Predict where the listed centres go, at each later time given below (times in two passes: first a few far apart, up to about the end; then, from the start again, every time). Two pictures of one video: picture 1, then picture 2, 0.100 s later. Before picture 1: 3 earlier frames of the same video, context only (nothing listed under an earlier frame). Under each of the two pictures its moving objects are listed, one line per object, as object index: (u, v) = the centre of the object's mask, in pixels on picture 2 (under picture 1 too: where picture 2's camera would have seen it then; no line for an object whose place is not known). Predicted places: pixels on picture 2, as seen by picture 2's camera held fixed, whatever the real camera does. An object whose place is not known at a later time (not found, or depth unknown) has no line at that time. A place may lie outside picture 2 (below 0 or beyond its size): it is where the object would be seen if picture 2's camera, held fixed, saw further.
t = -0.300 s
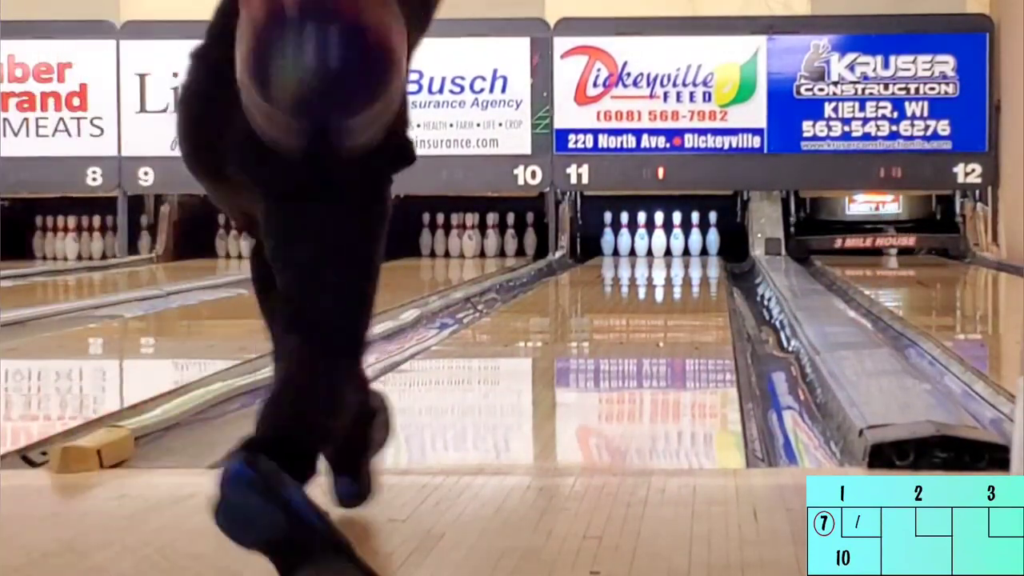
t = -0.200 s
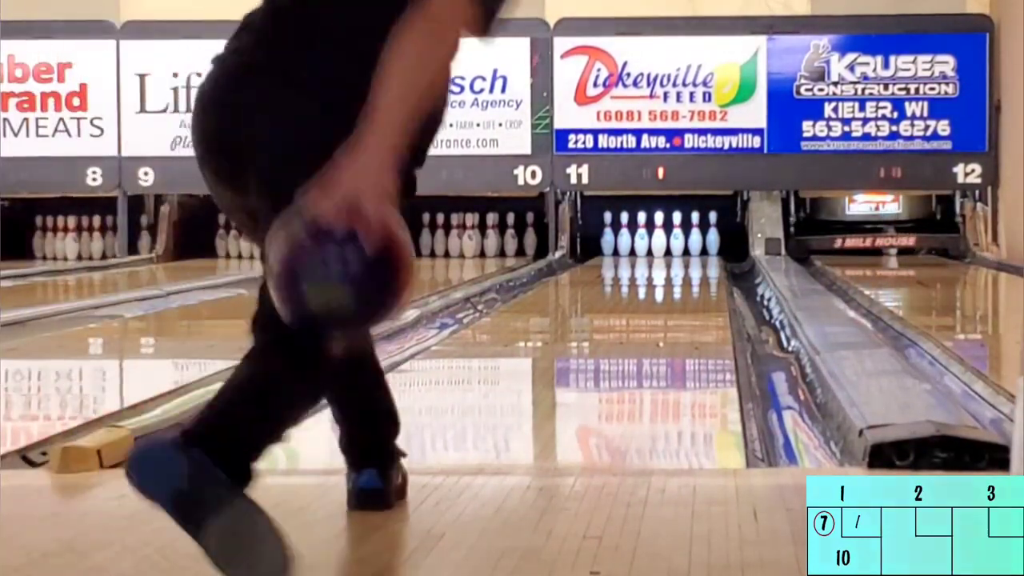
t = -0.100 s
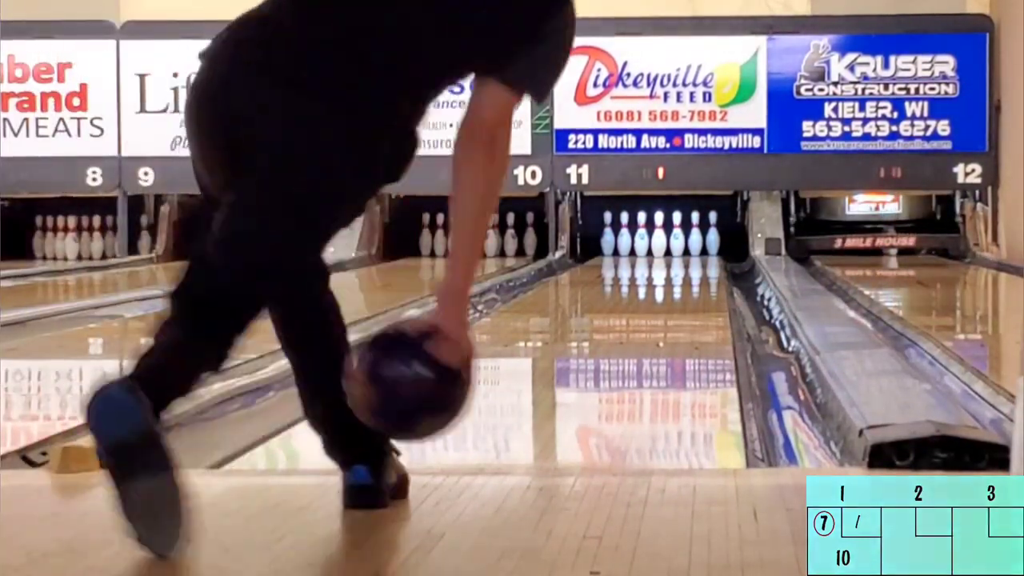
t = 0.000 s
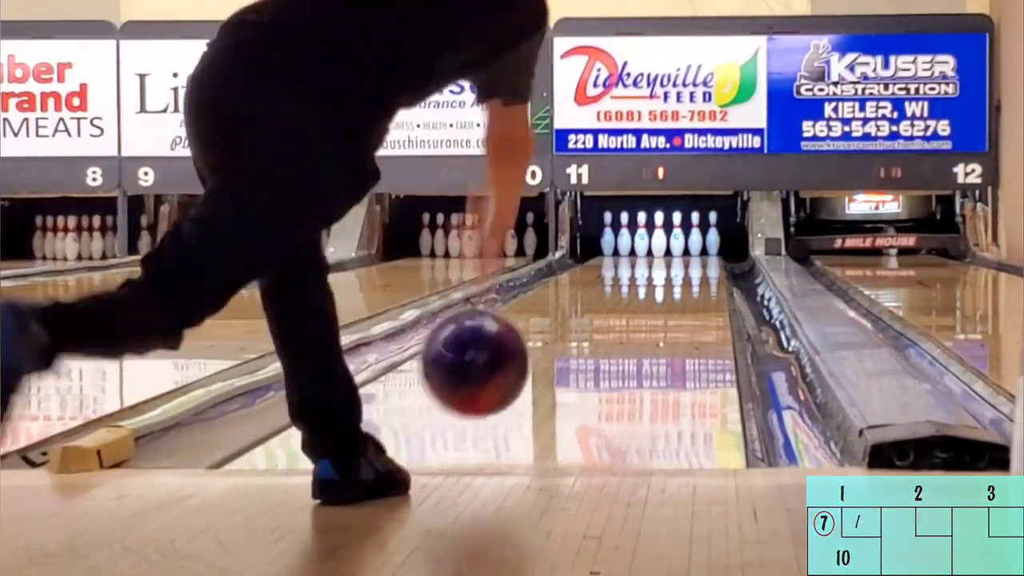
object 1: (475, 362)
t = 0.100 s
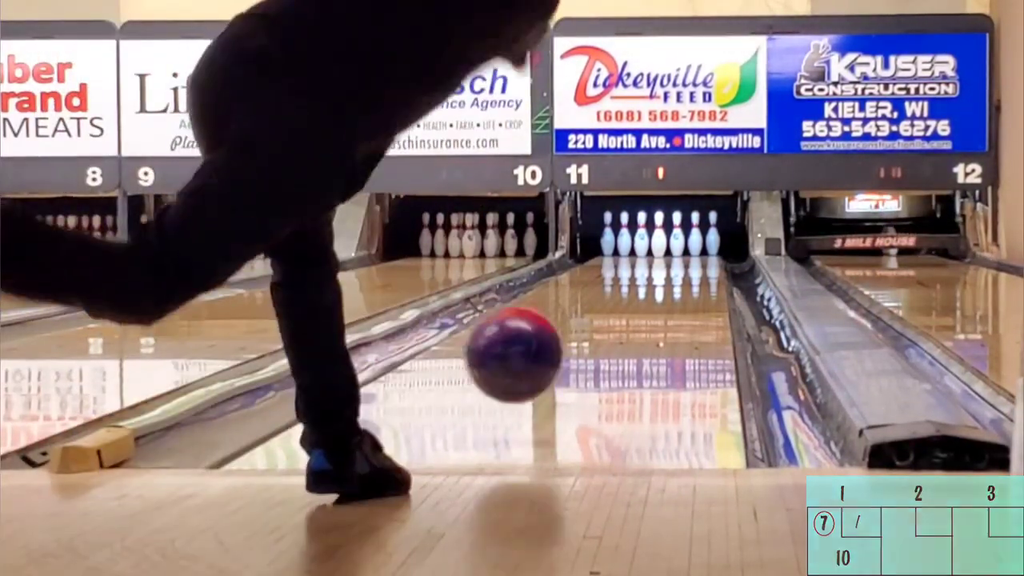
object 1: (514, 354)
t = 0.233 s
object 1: (554, 367)
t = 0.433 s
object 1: (597, 339)
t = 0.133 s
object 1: (525, 362)
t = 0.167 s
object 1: (535, 373)
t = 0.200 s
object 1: (545, 373)
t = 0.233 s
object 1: (554, 367)
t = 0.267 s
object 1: (562, 363)
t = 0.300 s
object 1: (570, 357)
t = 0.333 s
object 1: (578, 353)
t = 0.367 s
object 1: (585, 348)
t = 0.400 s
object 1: (591, 343)
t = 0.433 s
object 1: (597, 339)
